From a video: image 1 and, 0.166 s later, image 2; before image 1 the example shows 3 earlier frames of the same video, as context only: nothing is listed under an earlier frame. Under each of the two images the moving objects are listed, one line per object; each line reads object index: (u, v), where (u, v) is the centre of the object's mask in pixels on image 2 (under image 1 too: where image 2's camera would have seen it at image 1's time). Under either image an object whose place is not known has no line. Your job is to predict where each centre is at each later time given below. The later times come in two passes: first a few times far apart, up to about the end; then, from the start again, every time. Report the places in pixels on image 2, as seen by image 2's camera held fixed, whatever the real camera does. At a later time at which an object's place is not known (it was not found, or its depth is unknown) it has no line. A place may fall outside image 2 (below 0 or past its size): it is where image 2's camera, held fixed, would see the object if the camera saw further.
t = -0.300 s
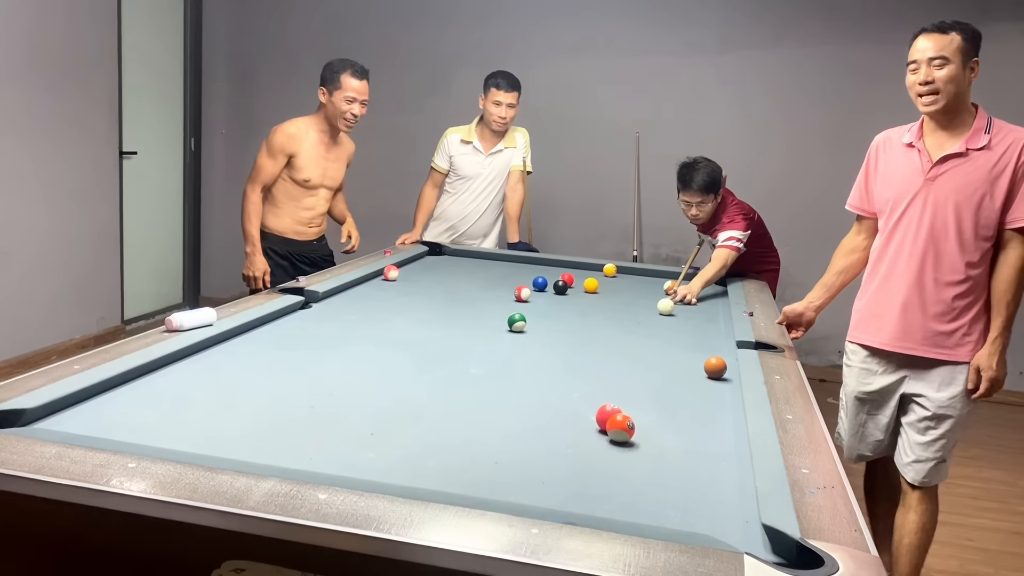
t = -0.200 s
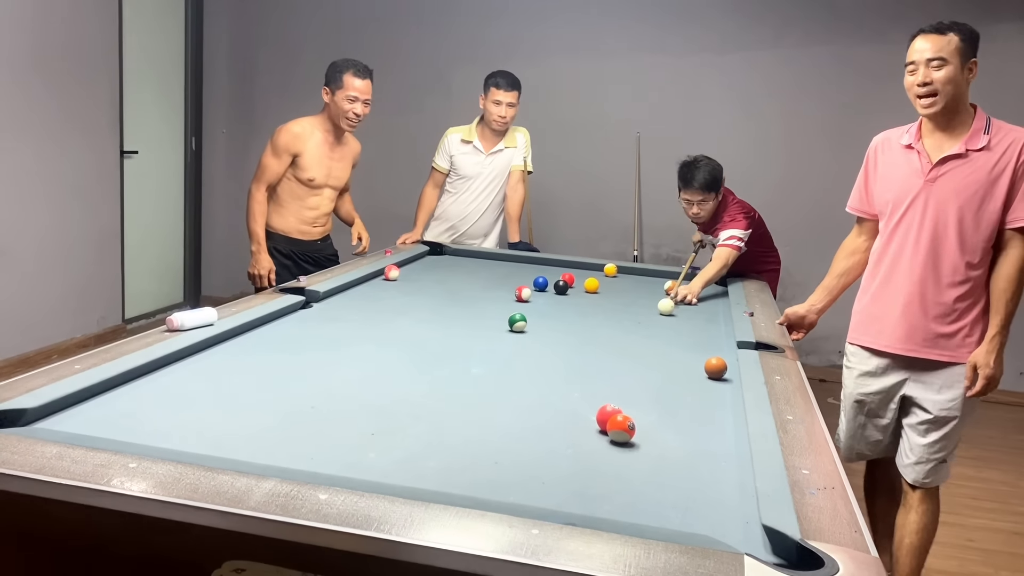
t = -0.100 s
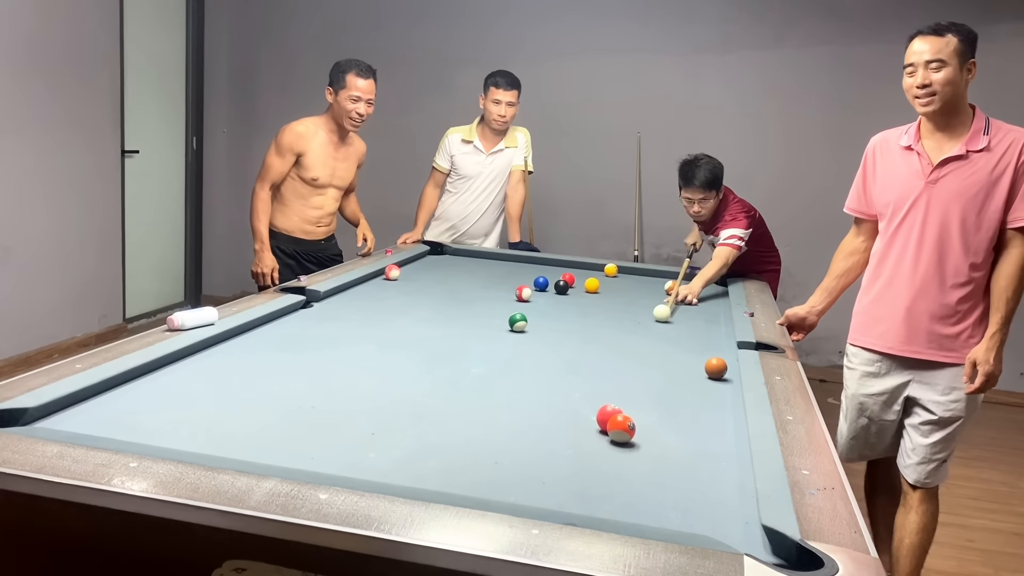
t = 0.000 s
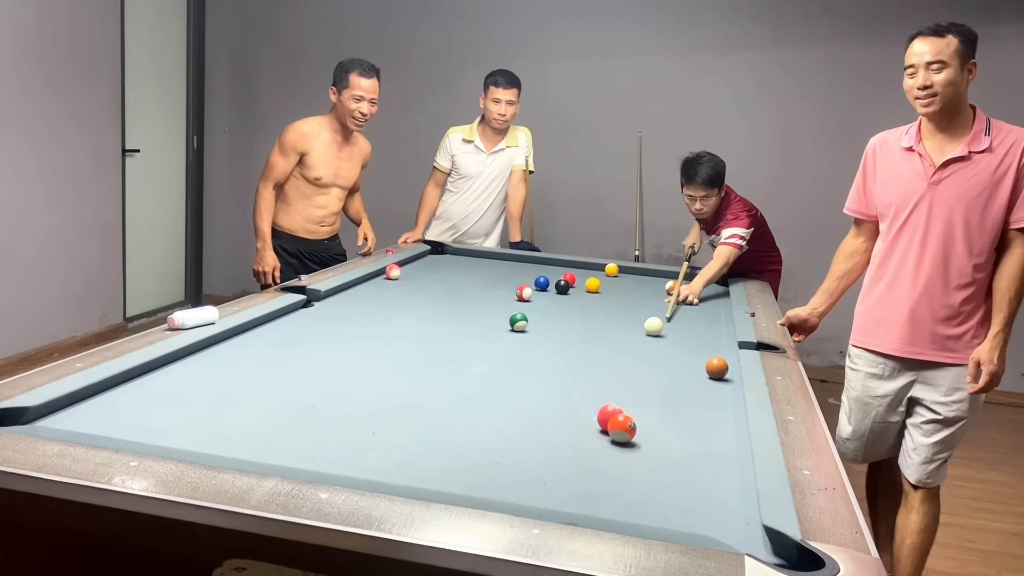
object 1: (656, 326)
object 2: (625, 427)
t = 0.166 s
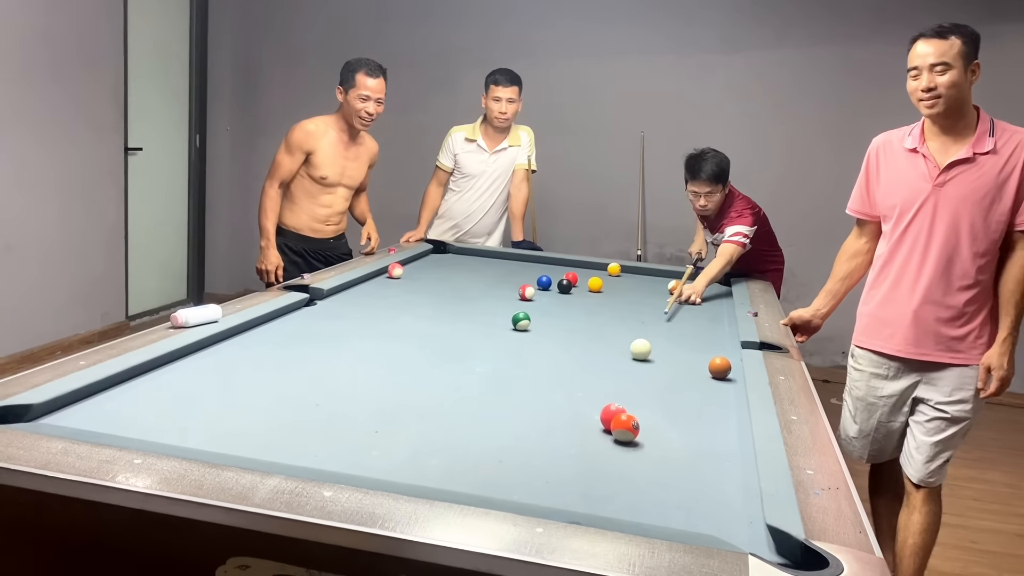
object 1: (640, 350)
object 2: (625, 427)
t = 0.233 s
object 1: (633, 361)
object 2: (625, 427)
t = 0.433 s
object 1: (605, 399)
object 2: (625, 427)
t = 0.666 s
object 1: (512, 423)
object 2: (680, 475)
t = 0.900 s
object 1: (398, 449)
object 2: (755, 537)
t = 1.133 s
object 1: (309, 454)
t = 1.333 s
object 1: (304, 434)
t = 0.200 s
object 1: (637, 355)
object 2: (625, 427)
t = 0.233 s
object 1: (633, 361)
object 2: (625, 427)
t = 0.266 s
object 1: (629, 367)
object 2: (625, 427)
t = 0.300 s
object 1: (625, 373)
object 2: (625, 427)
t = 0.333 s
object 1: (621, 379)
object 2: (625, 427)
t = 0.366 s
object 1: (616, 386)
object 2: (625, 427)
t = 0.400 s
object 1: (611, 393)
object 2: (625, 427)
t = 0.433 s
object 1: (605, 399)
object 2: (625, 427)
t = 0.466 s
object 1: (596, 407)
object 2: (626, 428)
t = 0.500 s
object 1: (584, 410)
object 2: (636, 437)
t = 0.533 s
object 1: (569, 411)
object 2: (645, 445)
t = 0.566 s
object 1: (555, 414)
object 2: (654, 453)
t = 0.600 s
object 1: (541, 417)
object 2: (663, 460)
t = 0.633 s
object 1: (527, 420)
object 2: (671, 468)
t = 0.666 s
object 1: (512, 423)
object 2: (680, 475)
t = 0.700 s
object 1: (497, 427)
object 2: (690, 483)
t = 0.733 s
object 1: (482, 429)
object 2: (699, 492)
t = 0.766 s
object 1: (466, 433)
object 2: (710, 501)
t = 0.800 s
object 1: (450, 437)
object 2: (720, 509)
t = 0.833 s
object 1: (433, 441)
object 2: (731, 519)
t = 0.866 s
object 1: (416, 445)
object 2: (742, 528)
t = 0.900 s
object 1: (398, 449)
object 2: (755, 537)
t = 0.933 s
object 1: (380, 453)
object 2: (768, 546)
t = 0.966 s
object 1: (361, 457)
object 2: (781, 558)
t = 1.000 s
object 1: (343, 459)
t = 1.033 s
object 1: (323, 459)
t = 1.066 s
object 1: (312, 459)
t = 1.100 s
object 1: (311, 457)
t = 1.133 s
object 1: (309, 454)
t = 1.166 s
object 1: (308, 452)
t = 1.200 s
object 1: (307, 449)
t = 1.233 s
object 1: (306, 445)
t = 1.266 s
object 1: (305, 441)
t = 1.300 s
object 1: (304, 438)
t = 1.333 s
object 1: (304, 434)
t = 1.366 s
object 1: (303, 431)
